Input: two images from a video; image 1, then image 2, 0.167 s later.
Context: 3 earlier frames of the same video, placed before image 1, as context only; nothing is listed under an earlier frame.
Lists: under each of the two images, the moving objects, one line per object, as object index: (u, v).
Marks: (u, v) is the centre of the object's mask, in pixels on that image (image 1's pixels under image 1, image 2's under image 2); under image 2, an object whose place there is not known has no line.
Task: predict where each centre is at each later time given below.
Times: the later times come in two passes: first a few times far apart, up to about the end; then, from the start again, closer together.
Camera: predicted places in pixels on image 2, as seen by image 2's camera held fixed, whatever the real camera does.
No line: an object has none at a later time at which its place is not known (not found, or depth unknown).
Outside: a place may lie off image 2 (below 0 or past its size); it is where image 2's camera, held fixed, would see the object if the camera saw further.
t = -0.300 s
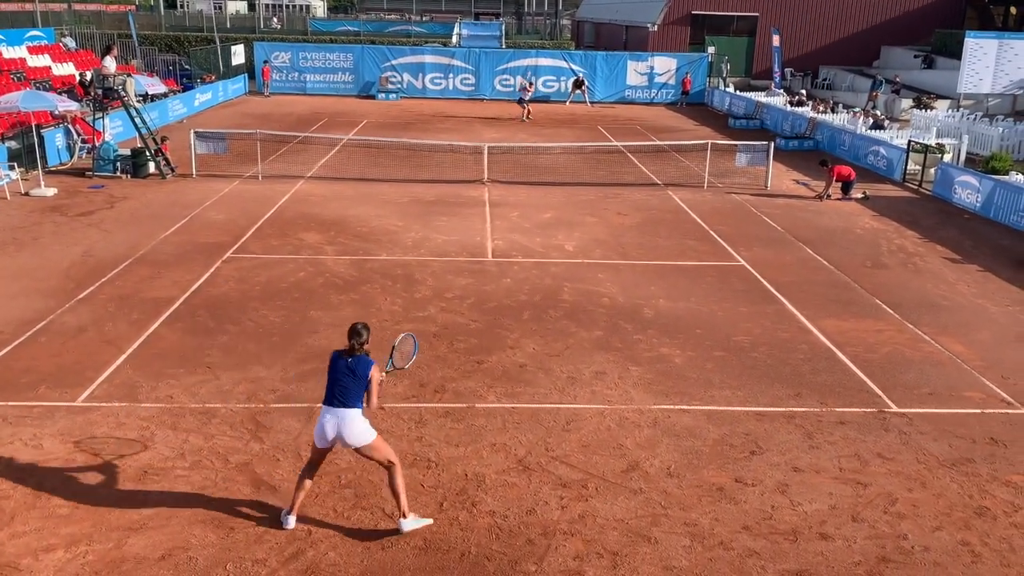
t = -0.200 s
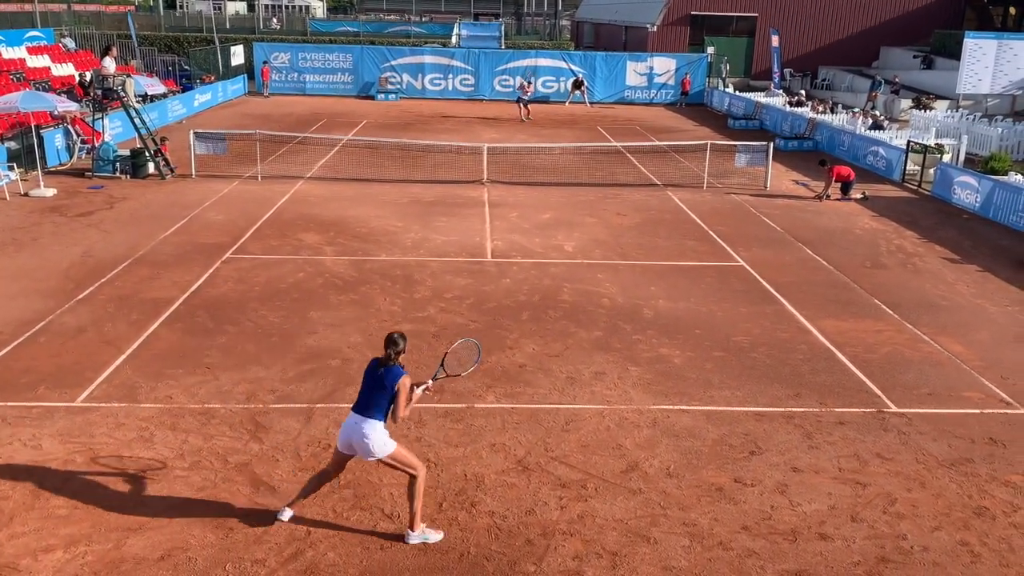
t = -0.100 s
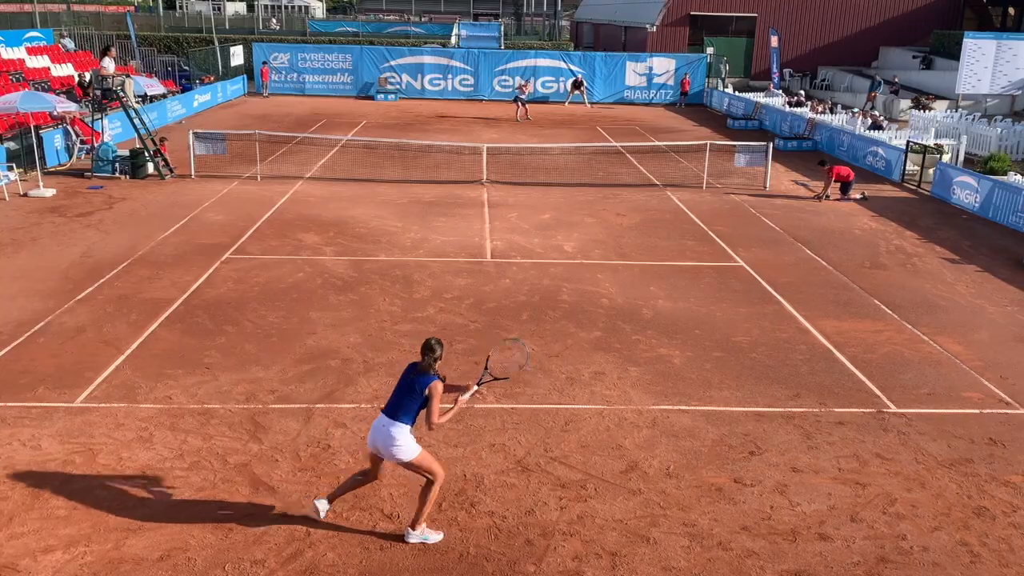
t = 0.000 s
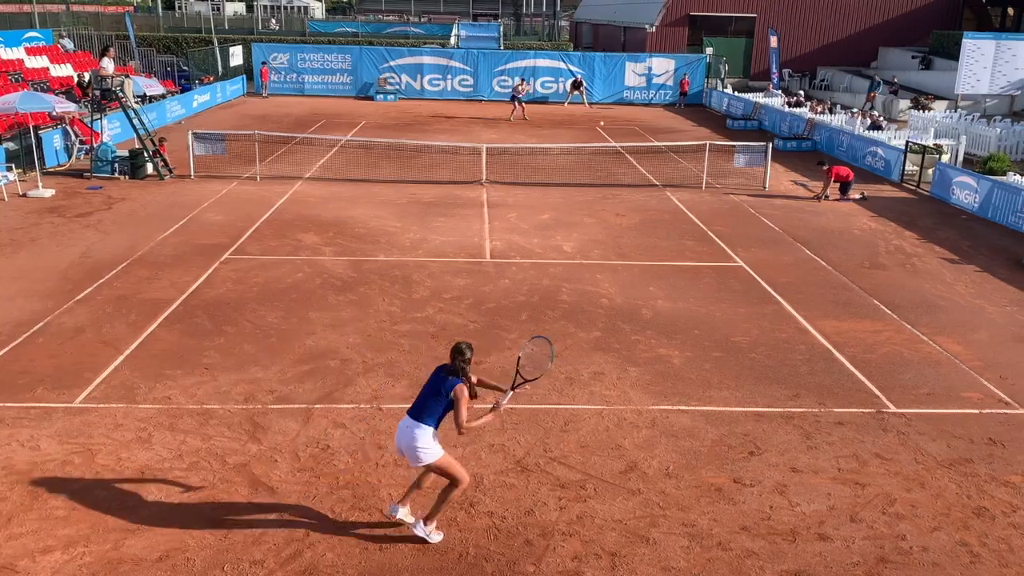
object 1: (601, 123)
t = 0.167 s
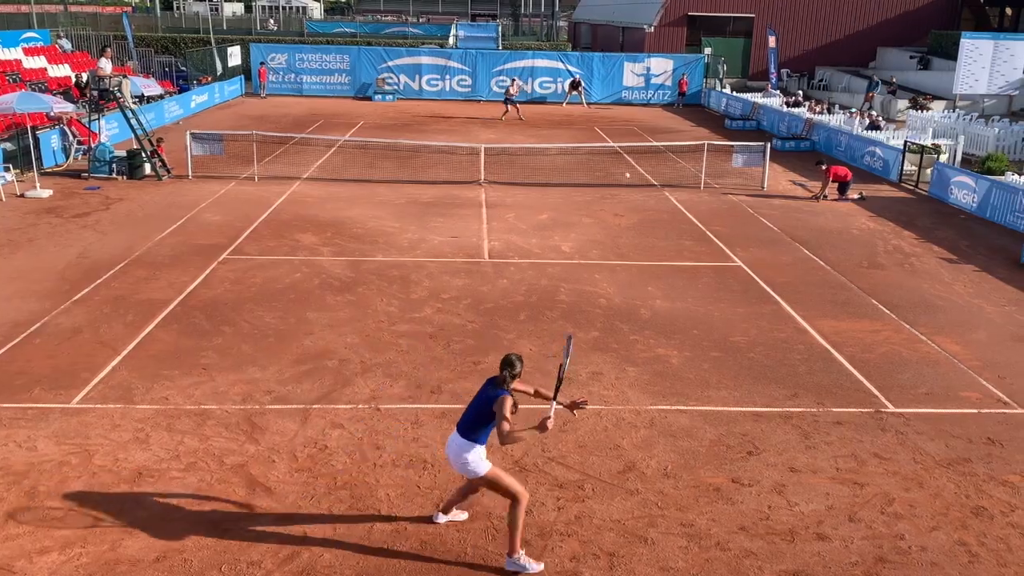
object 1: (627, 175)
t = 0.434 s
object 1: (694, 356)
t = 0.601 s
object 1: (735, 351)
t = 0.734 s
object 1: (778, 370)
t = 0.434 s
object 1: (694, 356)
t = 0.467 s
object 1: (701, 354)
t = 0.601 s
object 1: (735, 351)
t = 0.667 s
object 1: (755, 357)
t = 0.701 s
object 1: (766, 363)
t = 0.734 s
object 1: (778, 370)
